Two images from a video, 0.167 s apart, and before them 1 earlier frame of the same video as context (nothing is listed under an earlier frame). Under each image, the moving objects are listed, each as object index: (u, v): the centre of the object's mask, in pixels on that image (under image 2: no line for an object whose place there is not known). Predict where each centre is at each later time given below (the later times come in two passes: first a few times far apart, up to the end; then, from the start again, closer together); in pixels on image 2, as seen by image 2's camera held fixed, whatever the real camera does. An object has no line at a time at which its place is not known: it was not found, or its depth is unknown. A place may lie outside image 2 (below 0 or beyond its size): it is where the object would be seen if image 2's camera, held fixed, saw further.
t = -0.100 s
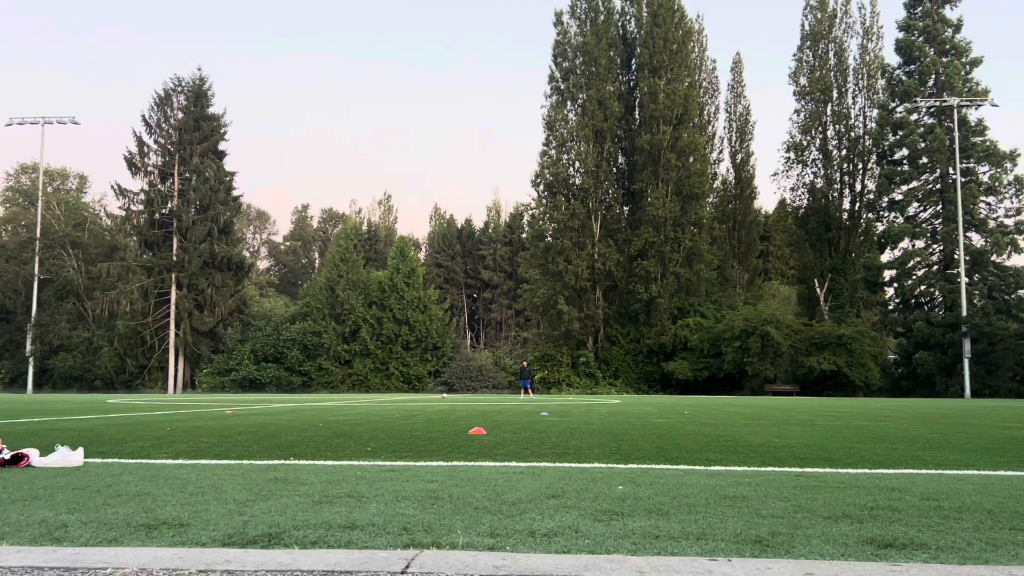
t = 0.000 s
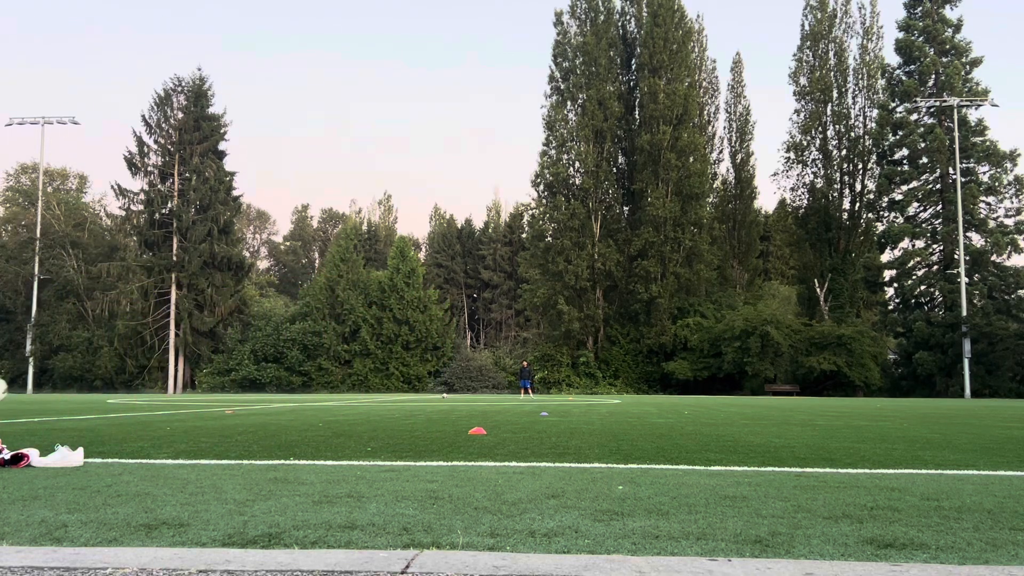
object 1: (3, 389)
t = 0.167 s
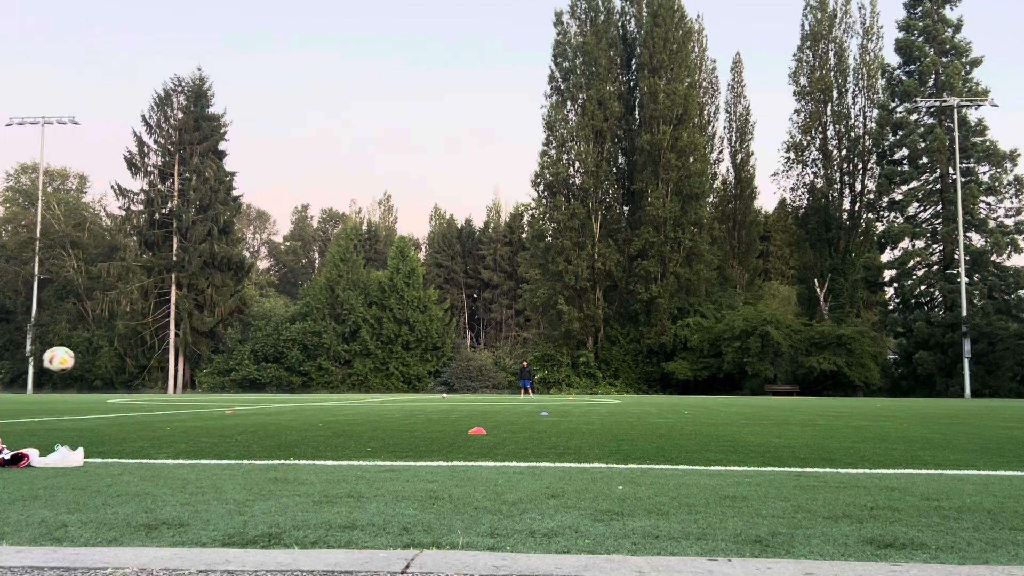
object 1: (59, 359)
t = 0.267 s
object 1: (98, 357)
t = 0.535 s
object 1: (205, 412)
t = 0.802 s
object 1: (293, 402)
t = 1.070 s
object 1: (376, 434)
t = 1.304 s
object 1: (453, 421)
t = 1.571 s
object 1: (546, 433)
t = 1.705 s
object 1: (595, 445)
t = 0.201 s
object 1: (72, 357)
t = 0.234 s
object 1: (85, 356)
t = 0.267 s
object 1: (98, 357)
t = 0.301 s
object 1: (112, 359)
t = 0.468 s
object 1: (178, 390)
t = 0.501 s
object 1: (191, 400)
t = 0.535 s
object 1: (205, 412)
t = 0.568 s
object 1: (218, 426)
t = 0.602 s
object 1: (230, 438)
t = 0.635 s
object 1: (241, 429)
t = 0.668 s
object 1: (251, 421)
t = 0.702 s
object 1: (261, 414)
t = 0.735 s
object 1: (271, 408)
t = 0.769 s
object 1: (282, 404)
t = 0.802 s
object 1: (293, 402)
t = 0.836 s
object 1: (302, 400)
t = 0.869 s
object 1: (313, 400)
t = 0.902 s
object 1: (323, 402)
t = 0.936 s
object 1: (334, 405)
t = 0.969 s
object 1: (344, 410)
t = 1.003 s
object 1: (355, 417)
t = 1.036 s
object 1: (365, 425)
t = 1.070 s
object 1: (376, 434)
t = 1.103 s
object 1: (387, 440)
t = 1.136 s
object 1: (398, 433)
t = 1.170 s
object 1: (409, 428)
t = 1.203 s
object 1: (420, 424)
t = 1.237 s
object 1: (431, 421)
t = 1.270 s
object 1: (442, 421)
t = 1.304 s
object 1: (453, 421)
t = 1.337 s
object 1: (465, 423)
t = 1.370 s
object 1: (476, 427)
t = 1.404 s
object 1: (488, 432)
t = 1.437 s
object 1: (499, 441)
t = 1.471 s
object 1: (511, 443)
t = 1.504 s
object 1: (523, 438)
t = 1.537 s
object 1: (534, 434)
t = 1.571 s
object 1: (546, 433)
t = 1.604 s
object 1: (558, 434)
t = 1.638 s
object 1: (570, 435)
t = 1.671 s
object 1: (583, 439)
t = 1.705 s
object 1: (595, 445)
